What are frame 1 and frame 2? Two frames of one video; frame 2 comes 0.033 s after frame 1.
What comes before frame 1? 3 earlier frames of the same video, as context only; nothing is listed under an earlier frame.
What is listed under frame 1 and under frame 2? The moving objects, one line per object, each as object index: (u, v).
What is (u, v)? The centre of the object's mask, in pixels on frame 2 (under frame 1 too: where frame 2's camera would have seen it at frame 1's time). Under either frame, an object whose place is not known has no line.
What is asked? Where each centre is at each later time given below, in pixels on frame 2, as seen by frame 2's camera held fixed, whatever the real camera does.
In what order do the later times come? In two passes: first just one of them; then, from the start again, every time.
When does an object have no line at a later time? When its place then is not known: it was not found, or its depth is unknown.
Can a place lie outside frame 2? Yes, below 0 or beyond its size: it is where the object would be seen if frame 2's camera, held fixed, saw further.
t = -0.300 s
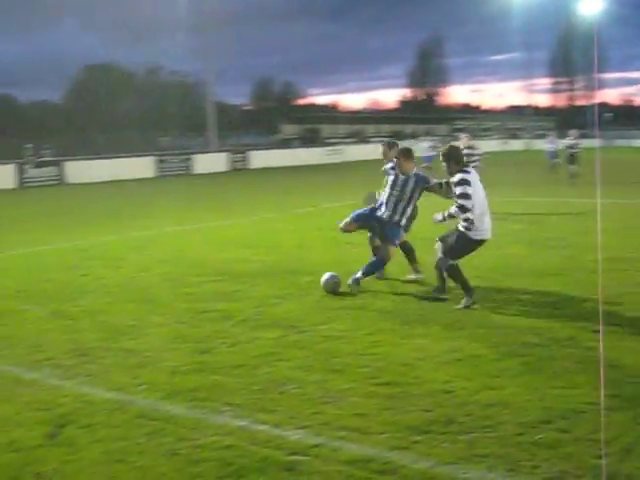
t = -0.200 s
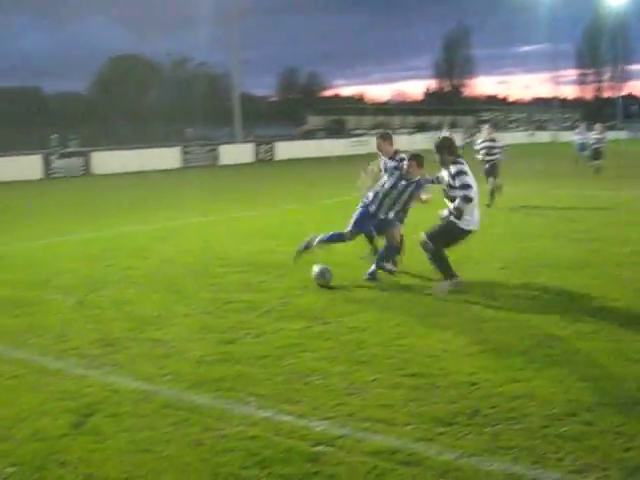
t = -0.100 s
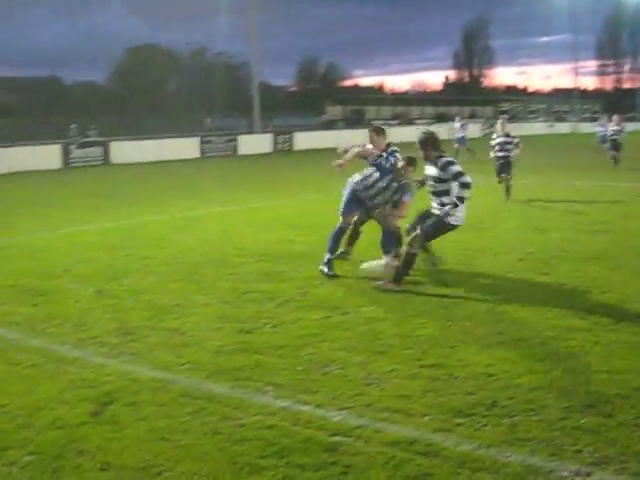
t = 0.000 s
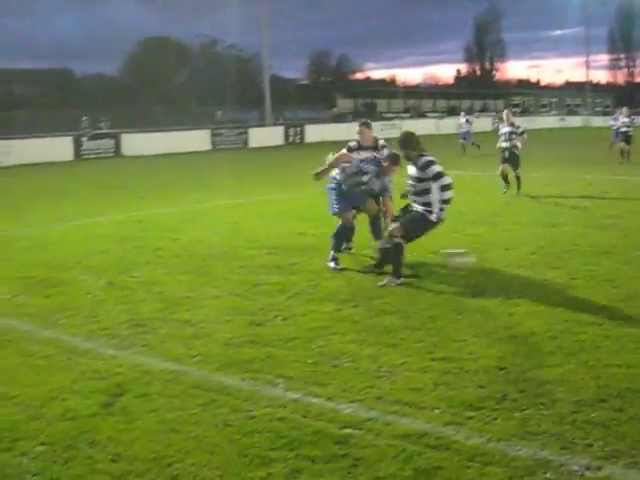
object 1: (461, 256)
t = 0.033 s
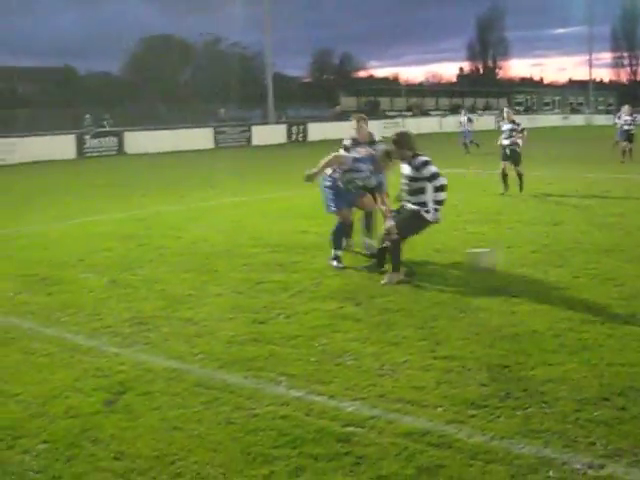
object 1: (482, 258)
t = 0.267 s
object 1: (650, 280)
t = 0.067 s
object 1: (506, 259)
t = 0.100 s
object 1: (531, 263)
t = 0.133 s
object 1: (555, 266)
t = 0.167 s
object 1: (580, 273)
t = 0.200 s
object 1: (606, 281)
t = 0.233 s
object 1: (629, 283)
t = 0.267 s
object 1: (650, 280)
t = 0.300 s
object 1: (673, 279)
